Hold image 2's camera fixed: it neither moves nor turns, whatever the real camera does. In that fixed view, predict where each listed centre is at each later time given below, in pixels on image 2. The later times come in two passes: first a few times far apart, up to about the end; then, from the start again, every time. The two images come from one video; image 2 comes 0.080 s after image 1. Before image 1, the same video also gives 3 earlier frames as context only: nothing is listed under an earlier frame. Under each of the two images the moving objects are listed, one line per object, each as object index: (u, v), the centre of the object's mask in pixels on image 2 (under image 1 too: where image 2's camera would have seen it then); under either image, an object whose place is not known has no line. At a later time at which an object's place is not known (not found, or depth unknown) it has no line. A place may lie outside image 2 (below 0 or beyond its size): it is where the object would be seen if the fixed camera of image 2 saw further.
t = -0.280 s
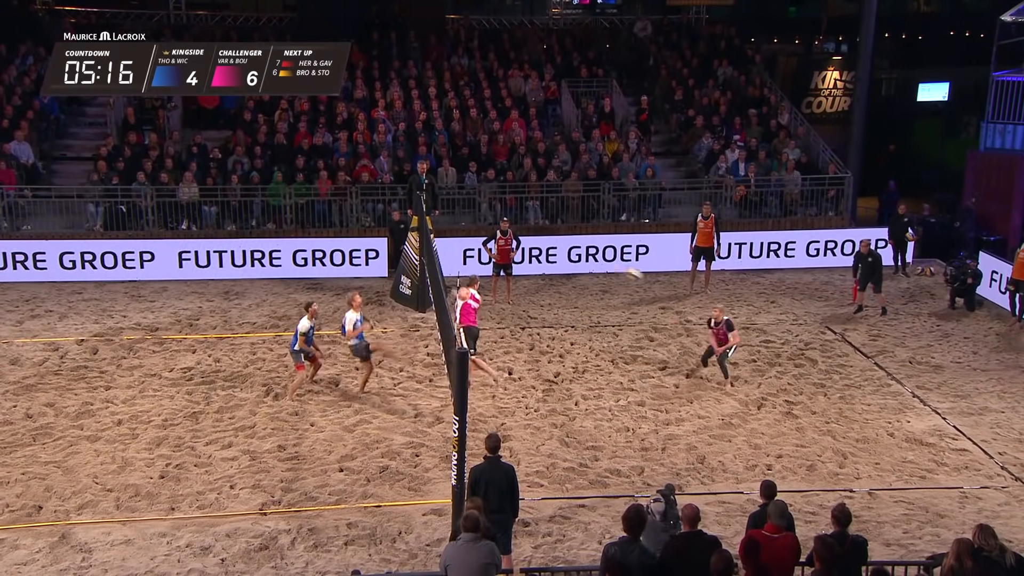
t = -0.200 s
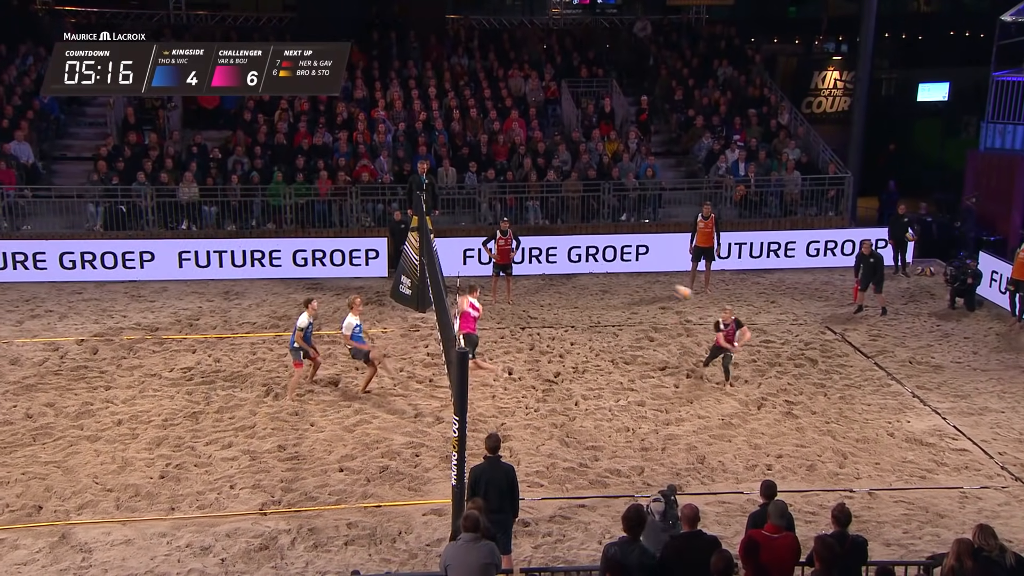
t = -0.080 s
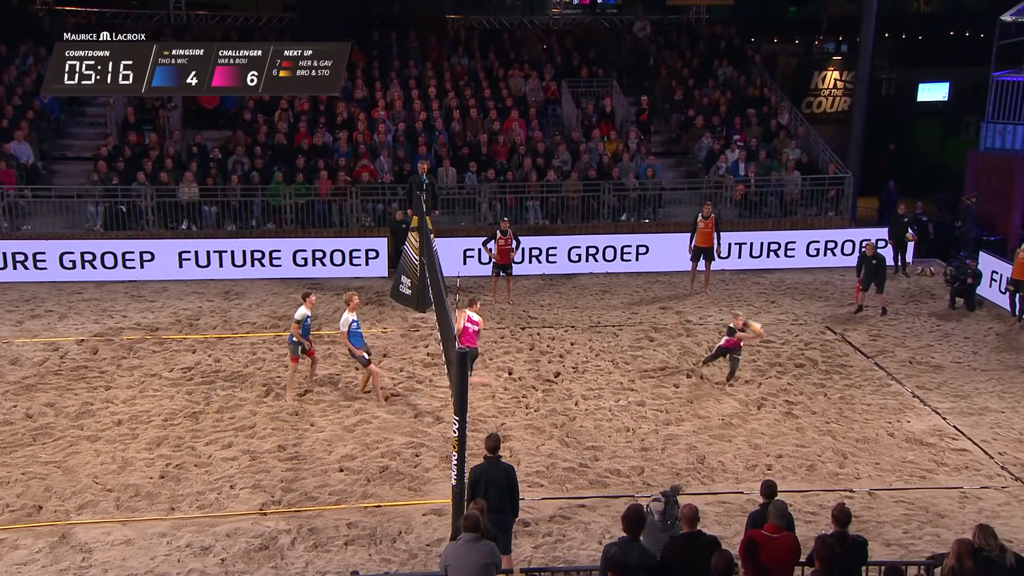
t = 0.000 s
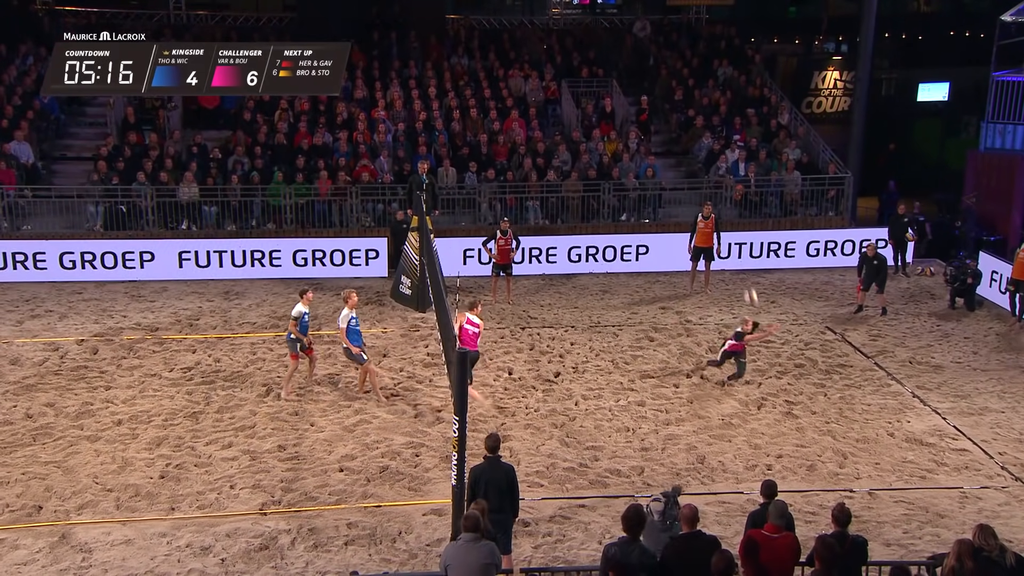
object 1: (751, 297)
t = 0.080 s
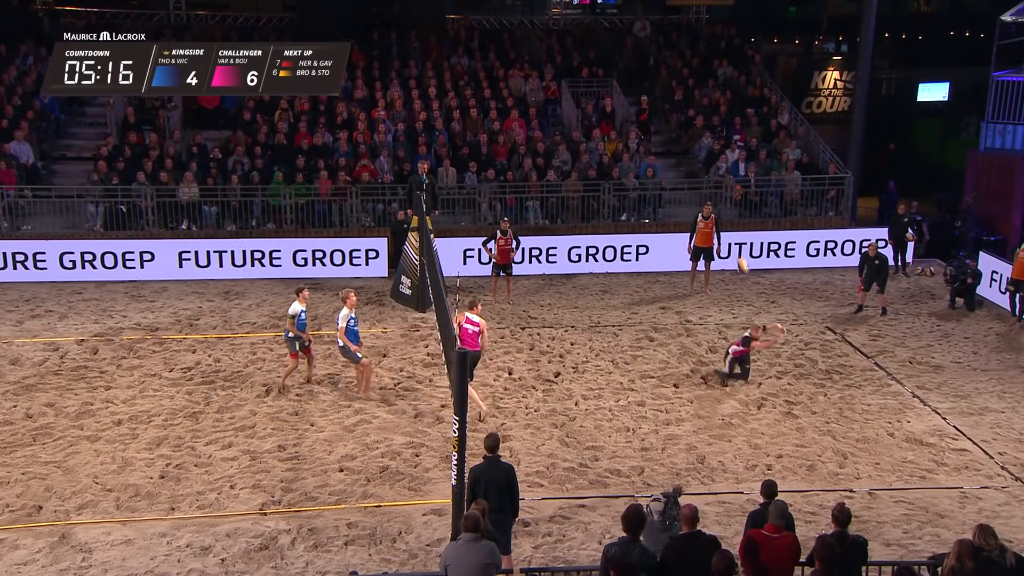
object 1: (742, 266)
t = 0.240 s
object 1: (725, 213)
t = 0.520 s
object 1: (696, 158)
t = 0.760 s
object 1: (671, 148)
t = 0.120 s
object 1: (738, 250)
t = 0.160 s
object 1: (734, 236)
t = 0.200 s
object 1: (730, 224)
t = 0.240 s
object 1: (725, 213)
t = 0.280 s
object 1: (721, 202)
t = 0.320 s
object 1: (717, 193)
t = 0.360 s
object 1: (713, 184)
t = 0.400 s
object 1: (709, 176)
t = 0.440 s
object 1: (705, 170)
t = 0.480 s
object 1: (700, 163)
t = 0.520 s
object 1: (696, 158)
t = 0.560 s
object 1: (692, 154)
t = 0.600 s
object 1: (688, 151)
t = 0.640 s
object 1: (683, 149)
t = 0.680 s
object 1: (679, 148)
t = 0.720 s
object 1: (675, 147)
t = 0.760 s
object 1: (671, 148)
